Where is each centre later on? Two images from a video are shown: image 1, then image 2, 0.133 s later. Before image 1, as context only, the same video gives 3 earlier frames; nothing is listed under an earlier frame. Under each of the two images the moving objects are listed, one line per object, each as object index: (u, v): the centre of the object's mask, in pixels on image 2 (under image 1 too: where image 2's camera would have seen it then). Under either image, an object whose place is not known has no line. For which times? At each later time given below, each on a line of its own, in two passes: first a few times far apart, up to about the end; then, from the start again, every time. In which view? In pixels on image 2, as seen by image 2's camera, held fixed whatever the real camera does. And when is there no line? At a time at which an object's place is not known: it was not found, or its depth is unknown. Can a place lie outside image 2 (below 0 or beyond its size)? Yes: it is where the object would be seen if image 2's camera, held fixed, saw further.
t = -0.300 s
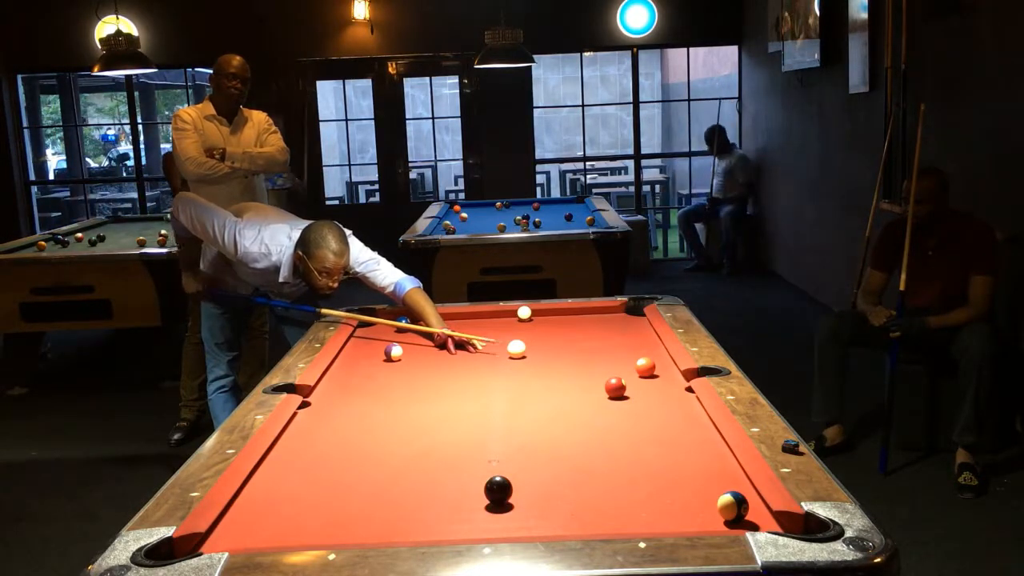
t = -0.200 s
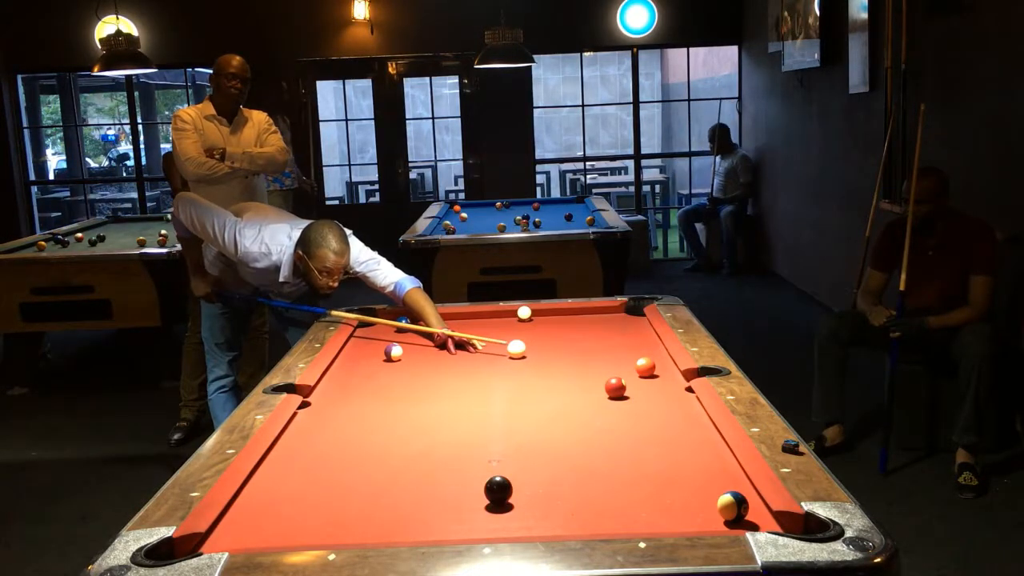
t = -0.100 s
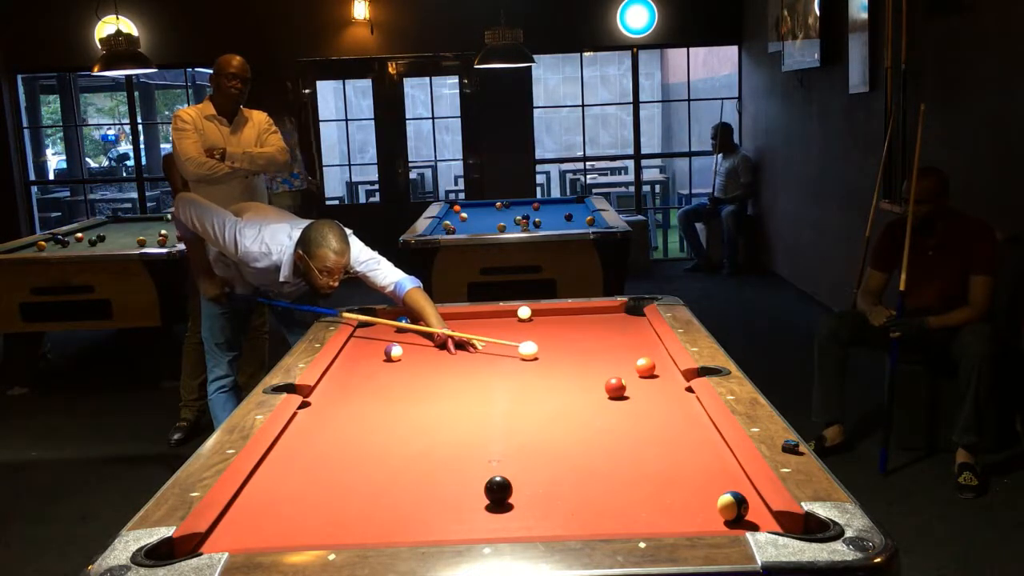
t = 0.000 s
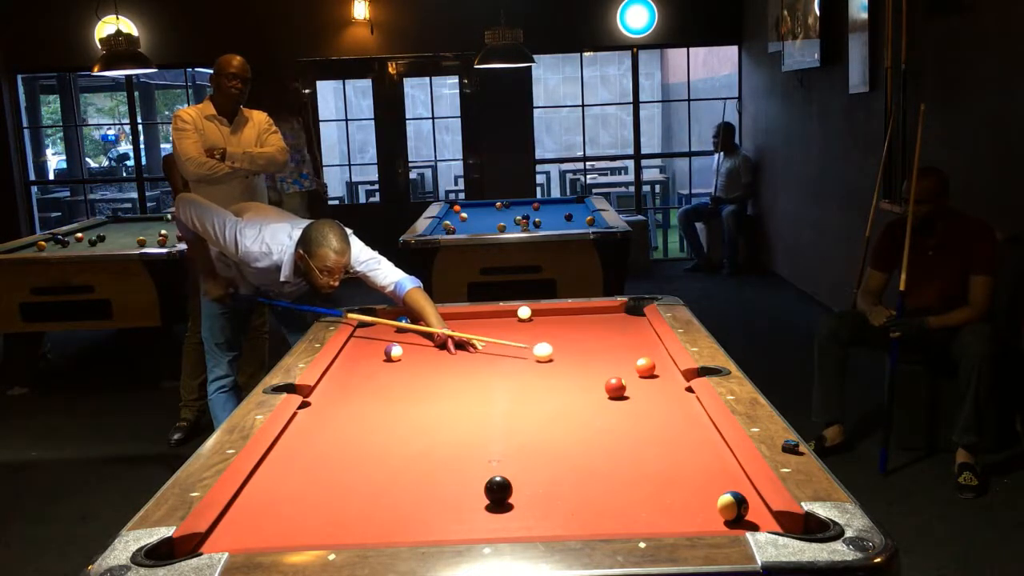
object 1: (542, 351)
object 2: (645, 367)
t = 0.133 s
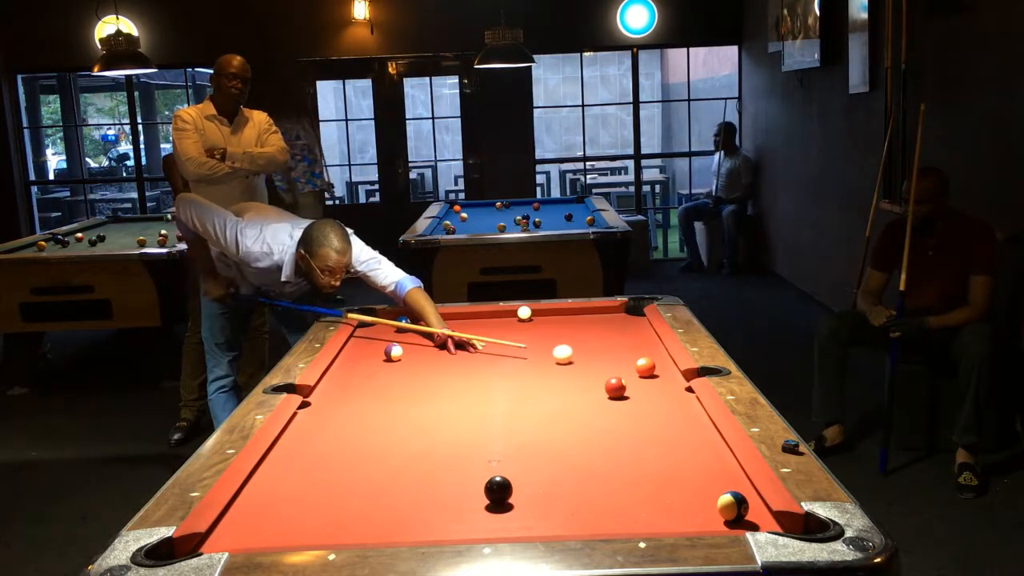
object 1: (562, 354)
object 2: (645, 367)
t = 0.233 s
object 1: (577, 355)
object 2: (645, 367)
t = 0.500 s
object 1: (616, 359)
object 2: (645, 367)
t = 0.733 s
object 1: (642, 359)
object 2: (651, 369)
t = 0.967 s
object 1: (662, 357)
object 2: (661, 372)
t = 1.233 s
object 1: (649, 361)
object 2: (670, 377)
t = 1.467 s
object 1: (639, 361)
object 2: (677, 380)
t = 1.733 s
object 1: (630, 361)
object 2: (681, 383)
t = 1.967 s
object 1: (625, 361)
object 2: (678, 382)
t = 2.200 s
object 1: (621, 361)
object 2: (676, 382)
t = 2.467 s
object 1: (620, 361)
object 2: (676, 381)
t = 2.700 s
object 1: (620, 361)
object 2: (676, 381)
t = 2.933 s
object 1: (620, 361)
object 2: (676, 381)
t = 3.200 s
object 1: (620, 361)
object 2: (676, 381)
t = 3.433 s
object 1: (620, 361)
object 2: (676, 381)
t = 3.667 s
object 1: (620, 360)
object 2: (676, 381)
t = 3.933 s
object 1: (620, 360)
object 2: (676, 381)
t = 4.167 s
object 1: (620, 361)
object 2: (676, 381)
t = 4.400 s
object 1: (620, 361)
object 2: (676, 381)
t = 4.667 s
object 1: (620, 361)
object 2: (676, 381)
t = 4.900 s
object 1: (620, 360)
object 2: (676, 381)
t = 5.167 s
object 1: (620, 360)
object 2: (676, 381)
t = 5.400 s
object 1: (620, 361)
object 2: (676, 381)
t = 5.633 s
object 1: (620, 361)
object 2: (676, 381)
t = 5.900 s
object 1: (620, 361)
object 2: (676, 381)
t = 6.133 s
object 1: (620, 361)
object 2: (676, 381)
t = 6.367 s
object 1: (620, 360)
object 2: (676, 381)
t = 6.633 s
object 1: (620, 361)
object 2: (676, 381)
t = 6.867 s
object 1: (620, 361)
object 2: (676, 381)
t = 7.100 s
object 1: (620, 361)
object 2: (676, 381)
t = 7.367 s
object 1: (620, 360)
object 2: (676, 381)
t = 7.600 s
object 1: (620, 360)
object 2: (676, 381)
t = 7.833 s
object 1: (620, 361)
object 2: (676, 381)
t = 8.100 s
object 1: (620, 361)
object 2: (676, 381)
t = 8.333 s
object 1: (620, 361)
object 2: (676, 381)
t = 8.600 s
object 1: (620, 361)
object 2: (676, 381)
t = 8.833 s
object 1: (620, 361)
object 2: (676, 381)
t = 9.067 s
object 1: (620, 361)
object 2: (676, 381)
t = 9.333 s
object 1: (620, 361)
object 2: (676, 381)
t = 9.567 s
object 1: (620, 361)
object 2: (676, 381)
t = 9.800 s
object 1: (620, 361)
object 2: (676, 381)
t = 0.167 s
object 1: (568, 354)
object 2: (645, 367)
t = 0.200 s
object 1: (572, 355)
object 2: (645, 367)
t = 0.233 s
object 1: (577, 355)
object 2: (645, 367)
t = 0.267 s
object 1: (582, 356)
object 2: (645, 367)
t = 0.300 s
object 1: (587, 356)
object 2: (645, 367)
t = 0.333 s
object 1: (592, 357)
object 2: (645, 367)
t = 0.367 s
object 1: (597, 357)
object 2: (645, 367)
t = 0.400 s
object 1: (602, 358)
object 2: (645, 367)
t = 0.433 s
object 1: (606, 358)
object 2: (645, 367)
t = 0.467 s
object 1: (612, 359)
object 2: (645, 367)
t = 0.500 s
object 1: (616, 359)
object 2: (645, 367)
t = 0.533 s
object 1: (621, 360)
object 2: (645, 367)
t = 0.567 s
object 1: (626, 361)
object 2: (645, 367)
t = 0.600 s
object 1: (629, 361)
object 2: (645, 367)
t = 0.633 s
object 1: (633, 361)
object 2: (646, 367)
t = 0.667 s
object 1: (637, 360)
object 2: (648, 368)
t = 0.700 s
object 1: (640, 360)
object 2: (649, 369)
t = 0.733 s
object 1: (642, 359)
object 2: (651, 369)
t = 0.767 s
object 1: (646, 358)
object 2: (652, 369)
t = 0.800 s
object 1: (650, 358)
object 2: (654, 370)
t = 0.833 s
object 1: (653, 358)
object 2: (655, 371)
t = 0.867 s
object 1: (656, 357)
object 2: (656, 371)
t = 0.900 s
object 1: (659, 358)
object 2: (658, 372)
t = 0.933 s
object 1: (661, 358)
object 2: (660, 372)
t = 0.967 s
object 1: (662, 357)
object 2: (661, 372)
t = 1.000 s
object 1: (660, 358)
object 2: (662, 373)
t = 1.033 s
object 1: (659, 358)
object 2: (662, 373)
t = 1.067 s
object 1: (656, 358)
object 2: (664, 374)
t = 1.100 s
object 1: (655, 360)
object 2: (665, 375)
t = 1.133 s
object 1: (653, 360)
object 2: (667, 375)
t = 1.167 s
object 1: (652, 360)
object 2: (668, 376)
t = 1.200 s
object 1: (650, 361)
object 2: (669, 376)
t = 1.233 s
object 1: (649, 361)
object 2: (670, 377)
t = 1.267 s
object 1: (647, 361)
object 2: (671, 378)
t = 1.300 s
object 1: (646, 361)
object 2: (672, 378)
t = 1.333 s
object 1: (644, 361)
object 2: (673, 378)
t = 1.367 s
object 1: (643, 361)
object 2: (674, 379)
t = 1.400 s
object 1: (642, 361)
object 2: (675, 379)
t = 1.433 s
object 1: (640, 361)
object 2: (676, 379)
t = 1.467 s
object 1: (639, 361)
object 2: (677, 380)
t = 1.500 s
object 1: (638, 361)
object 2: (678, 380)
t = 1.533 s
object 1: (637, 361)
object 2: (679, 381)
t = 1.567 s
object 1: (635, 361)
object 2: (680, 381)
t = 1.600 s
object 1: (634, 361)
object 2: (680, 381)
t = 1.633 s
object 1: (633, 361)
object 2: (681, 382)
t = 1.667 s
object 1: (632, 361)
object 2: (681, 382)
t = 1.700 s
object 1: (631, 361)
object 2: (681, 382)
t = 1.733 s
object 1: (630, 361)
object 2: (681, 383)
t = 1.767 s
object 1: (630, 361)
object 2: (681, 383)
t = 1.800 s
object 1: (628, 361)
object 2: (680, 382)
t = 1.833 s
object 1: (627, 361)
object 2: (680, 382)
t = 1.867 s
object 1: (627, 361)
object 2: (679, 382)
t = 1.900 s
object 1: (626, 361)
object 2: (679, 382)
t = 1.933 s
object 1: (626, 361)
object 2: (679, 382)
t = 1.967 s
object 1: (625, 361)
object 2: (678, 382)
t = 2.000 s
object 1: (624, 361)
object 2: (678, 382)
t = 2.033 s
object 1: (624, 361)
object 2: (677, 382)
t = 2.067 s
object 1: (623, 361)
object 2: (677, 382)
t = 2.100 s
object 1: (623, 361)
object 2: (677, 382)
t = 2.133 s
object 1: (622, 361)
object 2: (676, 382)
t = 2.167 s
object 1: (622, 361)
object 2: (676, 382)
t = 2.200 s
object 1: (621, 361)
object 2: (676, 382)
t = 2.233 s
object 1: (621, 361)
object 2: (676, 382)
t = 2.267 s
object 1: (621, 361)
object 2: (676, 382)
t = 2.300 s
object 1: (621, 361)
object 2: (676, 382)
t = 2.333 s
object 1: (620, 361)
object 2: (676, 382)
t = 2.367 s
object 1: (620, 361)
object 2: (676, 382)
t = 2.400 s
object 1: (620, 361)
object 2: (676, 382)
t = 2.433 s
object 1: (620, 361)
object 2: (676, 381)
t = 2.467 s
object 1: (620, 361)
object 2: (676, 381)
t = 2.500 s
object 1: (620, 361)
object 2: (676, 381)
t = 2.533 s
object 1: (620, 361)
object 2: (676, 381)
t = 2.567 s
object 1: (620, 361)
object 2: (676, 381)
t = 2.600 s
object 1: (620, 361)
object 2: (676, 381)
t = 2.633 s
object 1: (620, 361)
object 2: (676, 381)
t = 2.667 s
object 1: (620, 361)
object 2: (676, 381)
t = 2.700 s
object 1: (620, 361)
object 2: (676, 381)
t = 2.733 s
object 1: (620, 360)
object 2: (676, 381)
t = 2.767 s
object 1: (620, 360)
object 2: (676, 381)
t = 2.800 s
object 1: (620, 361)
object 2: (676, 381)
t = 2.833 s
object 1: (620, 360)
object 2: (676, 381)
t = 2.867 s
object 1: (620, 361)
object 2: (676, 381)
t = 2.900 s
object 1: (620, 360)
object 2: (676, 381)
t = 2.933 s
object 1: (620, 361)
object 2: (676, 381)
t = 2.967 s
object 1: (620, 360)
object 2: (676, 381)
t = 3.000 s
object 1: (620, 360)
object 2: (676, 381)
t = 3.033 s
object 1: (620, 360)
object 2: (676, 381)
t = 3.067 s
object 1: (620, 360)
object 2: (676, 381)
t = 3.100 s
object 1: (620, 360)
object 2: (676, 381)
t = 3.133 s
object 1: (620, 360)
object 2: (676, 381)
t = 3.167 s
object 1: (620, 360)
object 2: (676, 381)
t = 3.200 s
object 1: (620, 361)
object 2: (676, 381)
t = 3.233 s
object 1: (620, 361)
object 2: (676, 381)
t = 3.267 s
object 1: (620, 361)
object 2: (676, 381)
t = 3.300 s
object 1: (620, 361)
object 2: (676, 381)
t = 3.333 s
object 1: (620, 361)
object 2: (676, 381)
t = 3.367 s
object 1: (620, 361)
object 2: (676, 381)
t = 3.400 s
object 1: (620, 361)
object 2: (676, 381)
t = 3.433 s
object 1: (620, 361)
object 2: (676, 381)
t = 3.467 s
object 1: (620, 361)
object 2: (676, 381)
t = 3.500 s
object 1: (620, 361)
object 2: (676, 381)
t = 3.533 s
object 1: (620, 360)
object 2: (676, 381)
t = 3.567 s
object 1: (620, 360)
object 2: (676, 381)
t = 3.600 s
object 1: (620, 360)
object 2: (676, 381)
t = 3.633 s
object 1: (620, 360)
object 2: (676, 381)
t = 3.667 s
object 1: (620, 360)
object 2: (676, 381)
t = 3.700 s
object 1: (620, 360)
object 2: (676, 381)
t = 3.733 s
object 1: (620, 360)
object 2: (676, 381)
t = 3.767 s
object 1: (620, 360)
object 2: (676, 381)
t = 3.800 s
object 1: (620, 360)
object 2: (676, 381)
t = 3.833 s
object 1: (620, 360)
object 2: (676, 381)
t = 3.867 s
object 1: (620, 360)
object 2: (676, 381)
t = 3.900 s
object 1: (620, 360)
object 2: (676, 381)
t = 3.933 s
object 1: (620, 360)
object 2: (676, 381)
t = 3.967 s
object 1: (620, 360)
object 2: (676, 381)
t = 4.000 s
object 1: (620, 360)
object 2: (676, 381)
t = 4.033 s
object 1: (620, 361)
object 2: (676, 381)
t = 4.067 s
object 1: (620, 361)
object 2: (676, 381)
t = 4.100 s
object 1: (620, 361)
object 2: (676, 381)
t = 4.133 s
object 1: (620, 361)
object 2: (676, 381)
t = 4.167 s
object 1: (620, 361)
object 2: (676, 381)
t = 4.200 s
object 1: (620, 361)
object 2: (676, 381)
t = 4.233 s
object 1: (620, 361)
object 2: (676, 381)
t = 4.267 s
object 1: (620, 361)
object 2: (676, 381)
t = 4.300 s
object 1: (620, 361)
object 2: (676, 381)
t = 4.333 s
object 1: (620, 361)
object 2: (676, 381)
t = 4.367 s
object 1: (620, 361)
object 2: (676, 381)
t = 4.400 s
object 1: (620, 361)
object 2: (676, 381)
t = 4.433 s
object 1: (620, 361)
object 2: (676, 381)
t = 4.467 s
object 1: (620, 361)
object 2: (676, 381)
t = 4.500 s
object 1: (620, 361)
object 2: (676, 381)
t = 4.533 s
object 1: (620, 361)
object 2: (676, 381)
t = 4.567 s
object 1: (620, 361)
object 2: (676, 381)
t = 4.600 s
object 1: (620, 361)
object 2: (676, 381)
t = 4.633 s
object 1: (620, 361)
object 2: (676, 381)
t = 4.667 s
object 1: (620, 361)
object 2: (676, 381)
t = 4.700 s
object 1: (620, 361)
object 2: (676, 381)
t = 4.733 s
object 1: (620, 360)
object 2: (676, 381)
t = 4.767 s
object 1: (620, 361)
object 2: (676, 381)
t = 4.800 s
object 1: (620, 360)
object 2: (676, 381)
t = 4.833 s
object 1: (620, 360)
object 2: (676, 381)
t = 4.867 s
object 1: (620, 360)
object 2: (676, 381)
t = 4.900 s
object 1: (620, 360)
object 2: (676, 381)
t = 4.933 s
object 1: (620, 360)
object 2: (676, 381)
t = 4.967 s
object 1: (620, 360)
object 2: (676, 381)
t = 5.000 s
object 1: (620, 360)
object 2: (676, 381)
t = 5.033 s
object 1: (620, 360)
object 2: (676, 381)
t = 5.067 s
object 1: (620, 360)
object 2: (676, 381)
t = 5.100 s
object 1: (620, 360)
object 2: (676, 381)
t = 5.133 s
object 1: (620, 360)
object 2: (676, 381)
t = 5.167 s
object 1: (620, 360)
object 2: (676, 381)
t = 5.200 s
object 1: (620, 360)
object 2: (676, 381)
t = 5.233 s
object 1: (620, 360)
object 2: (676, 381)
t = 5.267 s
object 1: (620, 361)
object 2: (676, 381)
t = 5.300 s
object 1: (620, 361)
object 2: (676, 381)
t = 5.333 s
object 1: (620, 361)
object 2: (676, 381)
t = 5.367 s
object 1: (620, 361)
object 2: (676, 381)
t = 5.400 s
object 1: (620, 361)
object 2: (676, 381)
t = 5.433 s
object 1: (620, 361)
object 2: (676, 381)
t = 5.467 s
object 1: (620, 361)
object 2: (676, 381)
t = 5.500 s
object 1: (620, 361)
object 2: (676, 381)
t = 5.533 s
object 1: (620, 361)
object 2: (676, 381)
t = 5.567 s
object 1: (620, 361)
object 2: (676, 381)
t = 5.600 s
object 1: (620, 361)
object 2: (676, 381)
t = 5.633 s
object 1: (620, 361)
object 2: (676, 381)
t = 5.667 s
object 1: (620, 360)
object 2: (676, 381)
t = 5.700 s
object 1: (620, 361)
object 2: (676, 381)
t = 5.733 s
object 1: (620, 361)
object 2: (676, 381)
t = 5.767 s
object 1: (620, 360)
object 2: (676, 381)
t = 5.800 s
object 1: (620, 360)
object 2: (676, 381)
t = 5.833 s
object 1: (620, 360)
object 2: (676, 381)
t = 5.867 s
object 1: (620, 360)
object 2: (676, 381)
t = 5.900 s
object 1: (620, 361)
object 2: (676, 381)
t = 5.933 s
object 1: (620, 360)
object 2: (676, 381)
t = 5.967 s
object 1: (620, 360)
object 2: (676, 381)
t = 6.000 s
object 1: (620, 360)
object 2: (676, 381)
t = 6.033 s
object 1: (620, 360)
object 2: (676, 381)
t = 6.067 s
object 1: (620, 360)
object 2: (676, 381)
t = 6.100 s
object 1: (620, 360)
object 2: (676, 381)
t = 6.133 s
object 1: (620, 361)
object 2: (676, 381)
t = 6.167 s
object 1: (620, 360)
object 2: (676, 381)
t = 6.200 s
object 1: (620, 361)
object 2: (676, 381)
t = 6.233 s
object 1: (620, 361)
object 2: (676, 381)
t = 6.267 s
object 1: (620, 360)
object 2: (676, 381)
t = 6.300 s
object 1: (620, 360)
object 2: (676, 381)
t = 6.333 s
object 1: (620, 360)
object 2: (676, 381)
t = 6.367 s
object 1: (620, 360)
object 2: (676, 381)
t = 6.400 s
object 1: (620, 361)
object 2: (676, 381)
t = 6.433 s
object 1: (620, 361)
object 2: (676, 381)
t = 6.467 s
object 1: (620, 361)
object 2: (676, 381)
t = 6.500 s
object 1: (620, 361)
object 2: (676, 381)
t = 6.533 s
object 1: (620, 361)
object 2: (676, 381)
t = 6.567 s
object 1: (620, 361)
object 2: (676, 381)
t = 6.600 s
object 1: (620, 361)
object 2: (676, 381)
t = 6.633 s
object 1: (620, 361)
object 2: (676, 381)
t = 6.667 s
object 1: (620, 361)
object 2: (676, 381)
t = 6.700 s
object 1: (620, 361)
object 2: (676, 381)
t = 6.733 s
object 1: (620, 361)
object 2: (676, 381)
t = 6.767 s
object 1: (620, 361)
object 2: (676, 381)
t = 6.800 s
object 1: (620, 361)
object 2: (676, 381)
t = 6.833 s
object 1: (620, 361)
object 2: (676, 381)
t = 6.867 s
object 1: (620, 361)
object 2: (676, 381)
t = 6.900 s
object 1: (620, 361)
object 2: (676, 381)
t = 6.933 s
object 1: (620, 361)
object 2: (676, 381)
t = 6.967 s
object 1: (620, 361)
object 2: (676, 381)
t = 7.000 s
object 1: (620, 361)
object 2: (676, 381)
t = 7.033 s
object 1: (620, 361)
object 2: (676, 381)
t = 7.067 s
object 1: (620, 360)
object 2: (676, 381)
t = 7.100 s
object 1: (620, 361)
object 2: (676, 381)
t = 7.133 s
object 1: (620, 361)
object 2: (676, 381)
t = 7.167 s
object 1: (620, 360)
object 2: (676, 381)
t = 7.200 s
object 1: (620, 360)
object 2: (676, 381)
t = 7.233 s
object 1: (620, 360)
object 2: (676, 381)
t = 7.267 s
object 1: (620, 360)
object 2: (676, 381)
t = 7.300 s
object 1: (620, 360)
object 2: (676, 381)
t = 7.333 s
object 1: (620, 360)
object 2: (676, 381)
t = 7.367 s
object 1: (620, 360)
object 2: (676, 381)
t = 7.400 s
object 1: (620, 360)
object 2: (676, 381)
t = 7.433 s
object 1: (620, 360)
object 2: (676, 381)
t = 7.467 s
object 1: (620, 360)
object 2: (676, 381)
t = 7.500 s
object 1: (620, 360)
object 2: (676, 381)
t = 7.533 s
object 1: (620, 360)
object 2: (676, 381)
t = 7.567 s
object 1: (620, 360)
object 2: (676, 381)
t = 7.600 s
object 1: (620, 360)
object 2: (676, 381)
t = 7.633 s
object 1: (620, 360)
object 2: (676, 381)
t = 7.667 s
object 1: (620, 360)
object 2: (676, 381)
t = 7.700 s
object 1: (620, 360)
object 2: (676, 381)
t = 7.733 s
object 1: (620, 360)
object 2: (676, 381)
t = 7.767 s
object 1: (620, 361)
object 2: (676, 381)
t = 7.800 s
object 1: (620, 361)
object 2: (676, 381)
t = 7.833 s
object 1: (620, 361)
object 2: (676, 381)
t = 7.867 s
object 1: (620, 361)
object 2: (676, 381)
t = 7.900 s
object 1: (620, 361)
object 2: (676, 381)
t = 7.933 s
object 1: (620, 361)
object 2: (676, 381)
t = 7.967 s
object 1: (620, 361)
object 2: (676, 381)
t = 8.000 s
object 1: (620, 361)
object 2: (676, 381)
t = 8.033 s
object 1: (620, 361)
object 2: (676, 381)
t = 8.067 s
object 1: (620, 361)
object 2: (676, 381)
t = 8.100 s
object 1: (620, 361)
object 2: (676, 381)
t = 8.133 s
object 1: (620, 361)
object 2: (676, 381)
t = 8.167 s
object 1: (620, 361)
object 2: (676, 381)
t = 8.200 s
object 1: (620, 361)
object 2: (676, 381)
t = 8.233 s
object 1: (620, 361)
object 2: (676, 381)
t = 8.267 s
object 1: (620, 361)
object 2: (676, 381)
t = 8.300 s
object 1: (620, 361)
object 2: (676, 381)
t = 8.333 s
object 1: (620, 361)
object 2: (676, 381)
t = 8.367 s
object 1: (620, 361)
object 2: (676, 381)
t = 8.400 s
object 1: (620, 361)
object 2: (676, 381)
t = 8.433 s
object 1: (620, 361)
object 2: (676, 381)
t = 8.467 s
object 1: (620, 361)
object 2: (676, 381)
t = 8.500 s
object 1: (620, 361)
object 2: (676, 381)
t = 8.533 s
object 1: (620, 361)
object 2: (676, 381)
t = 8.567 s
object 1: (620, 361)
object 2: (676, 381)
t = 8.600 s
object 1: (620, 361)
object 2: (676, 381)
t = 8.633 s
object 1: (620, 361)
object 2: (676, 381)
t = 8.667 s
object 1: (620, 361)
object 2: (676, 381)
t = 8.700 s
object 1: (620, 361)
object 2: (676, 381)
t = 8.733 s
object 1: (620, 361)
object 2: (676, 381)
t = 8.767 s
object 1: (620, 361)
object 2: (676, 381)
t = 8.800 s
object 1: (620, 361)
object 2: (676, 381)
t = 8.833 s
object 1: (620, 361)
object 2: (676, 381)
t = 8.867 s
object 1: (620, 361)
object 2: (676, 381)
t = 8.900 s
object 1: (620, 361)
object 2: (676, 381)
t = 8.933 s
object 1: (620, 361)
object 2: (676, 381)
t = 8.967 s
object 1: (620, 361)
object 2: (676, 381)
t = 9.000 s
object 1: (620, 361)
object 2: (676, 381)
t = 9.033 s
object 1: (620, 361)
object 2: (676, 381)
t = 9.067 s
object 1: (620, 361)
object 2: (676, 381)
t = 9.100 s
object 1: (620, 361)
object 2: (676, 381)
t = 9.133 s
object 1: (620, 361)
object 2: (676, 381)
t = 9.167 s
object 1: (620, 361)
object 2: (676, 381)
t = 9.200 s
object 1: (620, 361)
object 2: (676, 381)
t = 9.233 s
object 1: (620, 361)
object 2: (676, 381)
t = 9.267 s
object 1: (620, 361)
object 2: (676, 381)
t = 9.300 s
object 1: (620, 361)
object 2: (676, 381)
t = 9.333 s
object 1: (620, 361)
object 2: (676, 381)
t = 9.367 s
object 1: (620, 361)
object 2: (676, 381)
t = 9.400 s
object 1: (620, 361)
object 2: (676, 381)
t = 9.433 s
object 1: (620, 361)
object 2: (676, 381)
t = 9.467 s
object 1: (620, 361)
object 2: (676, 381)
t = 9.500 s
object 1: (620, 361)
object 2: (676, 381)
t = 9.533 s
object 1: (620, 361)
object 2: (676, 381)
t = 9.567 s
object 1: (620, 361)
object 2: (676, 381)
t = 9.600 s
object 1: (620, 361)
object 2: (676, 381)
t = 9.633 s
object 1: (620, 361)
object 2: (676, 381)
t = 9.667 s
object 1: (620, 361)
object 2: (676, 381)
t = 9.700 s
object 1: (620, 361)
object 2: (676, 381)
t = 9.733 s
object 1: (620, 361)
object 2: (676, 381)
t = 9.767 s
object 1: (620, 361)
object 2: (676, 381)
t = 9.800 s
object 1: (620, 361)
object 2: (676, 381)
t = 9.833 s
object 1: (620, 361)
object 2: (676, 381)
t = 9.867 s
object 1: (620, 361)
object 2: (676, 381)
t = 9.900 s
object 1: (620, 361)
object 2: (676, 381)
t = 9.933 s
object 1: (620, 361)
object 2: (676, 381)
